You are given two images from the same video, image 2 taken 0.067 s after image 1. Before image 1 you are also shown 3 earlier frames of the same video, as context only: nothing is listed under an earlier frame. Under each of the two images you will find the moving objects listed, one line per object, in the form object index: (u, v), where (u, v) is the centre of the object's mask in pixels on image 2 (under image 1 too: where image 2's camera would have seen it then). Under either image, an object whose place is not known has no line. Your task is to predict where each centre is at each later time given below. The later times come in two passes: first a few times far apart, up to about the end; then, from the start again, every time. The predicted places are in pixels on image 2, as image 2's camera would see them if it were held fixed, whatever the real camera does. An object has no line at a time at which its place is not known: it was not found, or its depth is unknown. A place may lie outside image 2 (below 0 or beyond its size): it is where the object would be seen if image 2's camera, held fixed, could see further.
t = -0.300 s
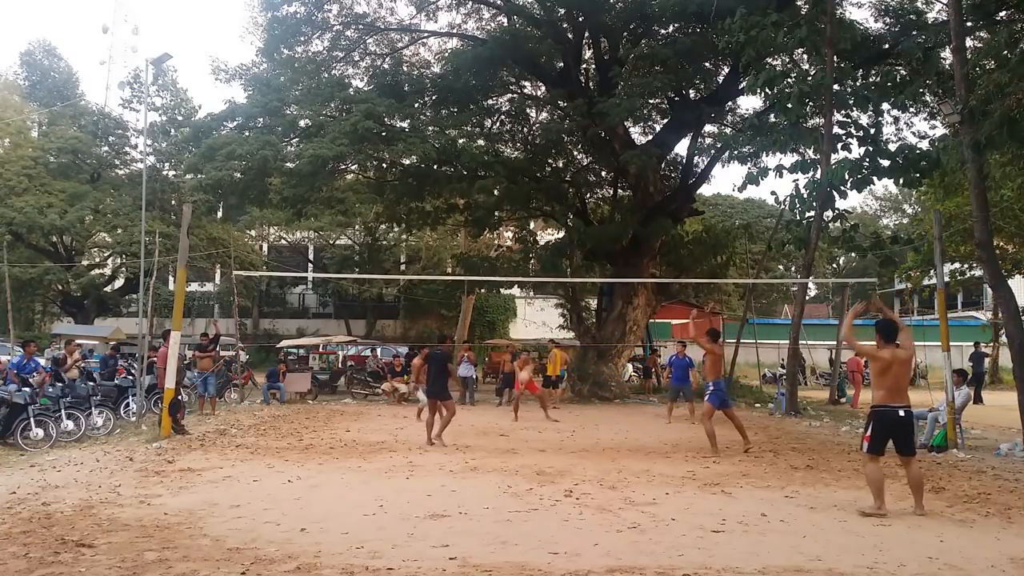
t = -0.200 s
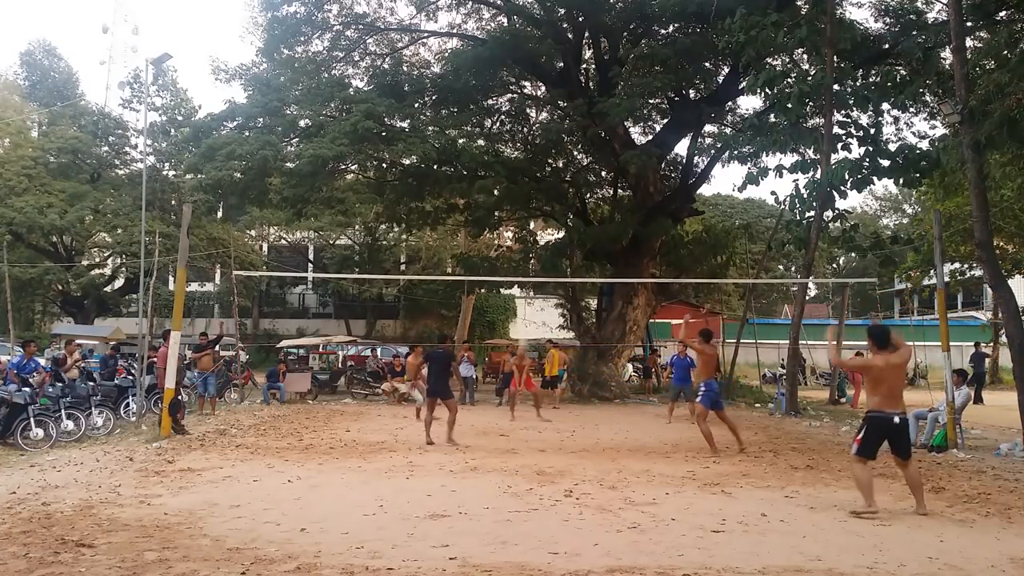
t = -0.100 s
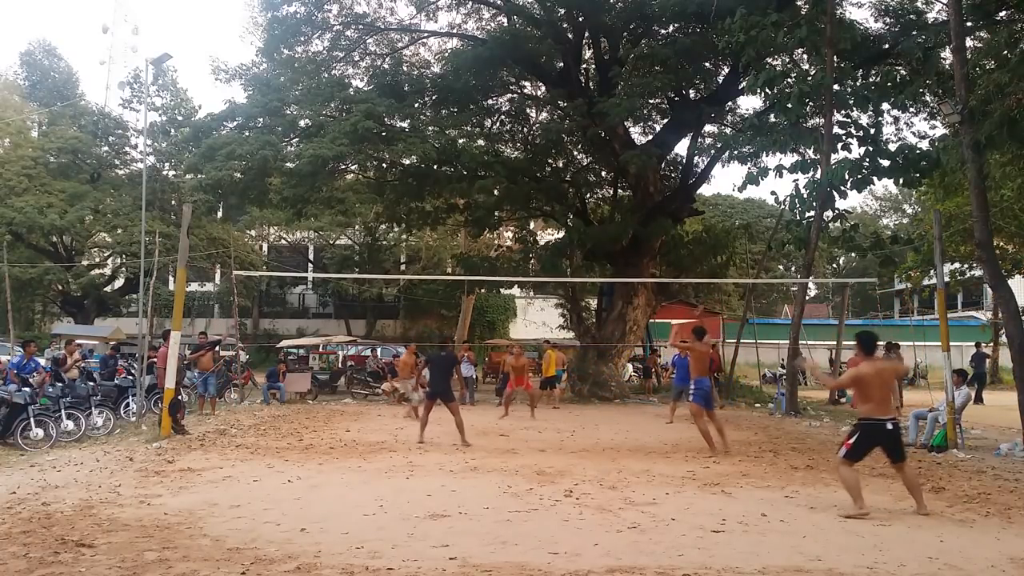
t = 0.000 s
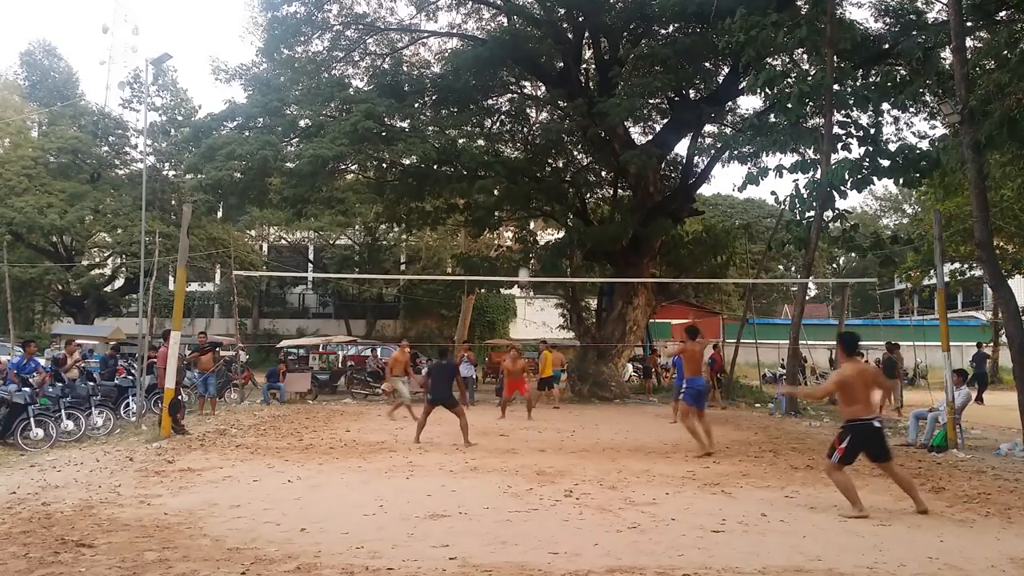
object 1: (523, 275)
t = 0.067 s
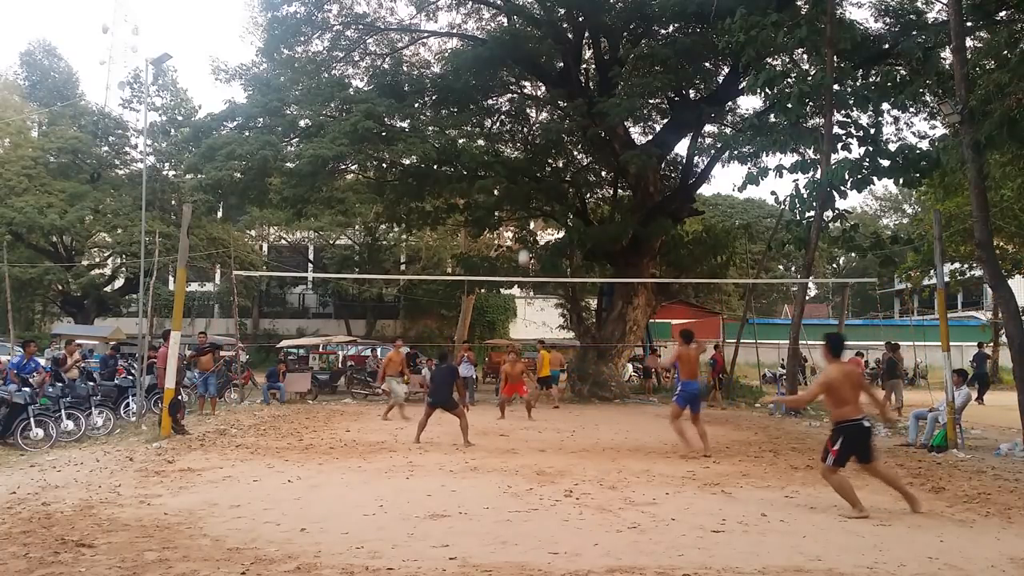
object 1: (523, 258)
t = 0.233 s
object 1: (523, 220)
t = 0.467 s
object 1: (522, 190)
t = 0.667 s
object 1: (521, 185)
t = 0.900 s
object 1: (519, 207)
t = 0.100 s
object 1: (523, 249)
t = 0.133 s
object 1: (524, 241)
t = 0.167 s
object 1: (523, 234)
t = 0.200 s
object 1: (523, 226)
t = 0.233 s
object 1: (523, 220)
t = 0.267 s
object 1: (523, 215)
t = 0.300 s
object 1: (523, 209)
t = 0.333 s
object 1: (523, 204)
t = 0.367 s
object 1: (523, 199)
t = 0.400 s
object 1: (523, 196)
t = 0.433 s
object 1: (522, 192)
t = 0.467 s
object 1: (522, 190)
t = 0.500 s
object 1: (522, 187)
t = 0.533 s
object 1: (522, 186)
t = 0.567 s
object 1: (522, 185)
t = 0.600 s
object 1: (522, 184)
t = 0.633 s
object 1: (522, 184)
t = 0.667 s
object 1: (521, 185)
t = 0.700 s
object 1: (521, 186)
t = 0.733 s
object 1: (521, 188)
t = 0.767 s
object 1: (521, 191)
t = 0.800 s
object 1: (520, 194)
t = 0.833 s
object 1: (520, 198)
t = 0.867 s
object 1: (520, 202)
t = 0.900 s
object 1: (519, 207)
